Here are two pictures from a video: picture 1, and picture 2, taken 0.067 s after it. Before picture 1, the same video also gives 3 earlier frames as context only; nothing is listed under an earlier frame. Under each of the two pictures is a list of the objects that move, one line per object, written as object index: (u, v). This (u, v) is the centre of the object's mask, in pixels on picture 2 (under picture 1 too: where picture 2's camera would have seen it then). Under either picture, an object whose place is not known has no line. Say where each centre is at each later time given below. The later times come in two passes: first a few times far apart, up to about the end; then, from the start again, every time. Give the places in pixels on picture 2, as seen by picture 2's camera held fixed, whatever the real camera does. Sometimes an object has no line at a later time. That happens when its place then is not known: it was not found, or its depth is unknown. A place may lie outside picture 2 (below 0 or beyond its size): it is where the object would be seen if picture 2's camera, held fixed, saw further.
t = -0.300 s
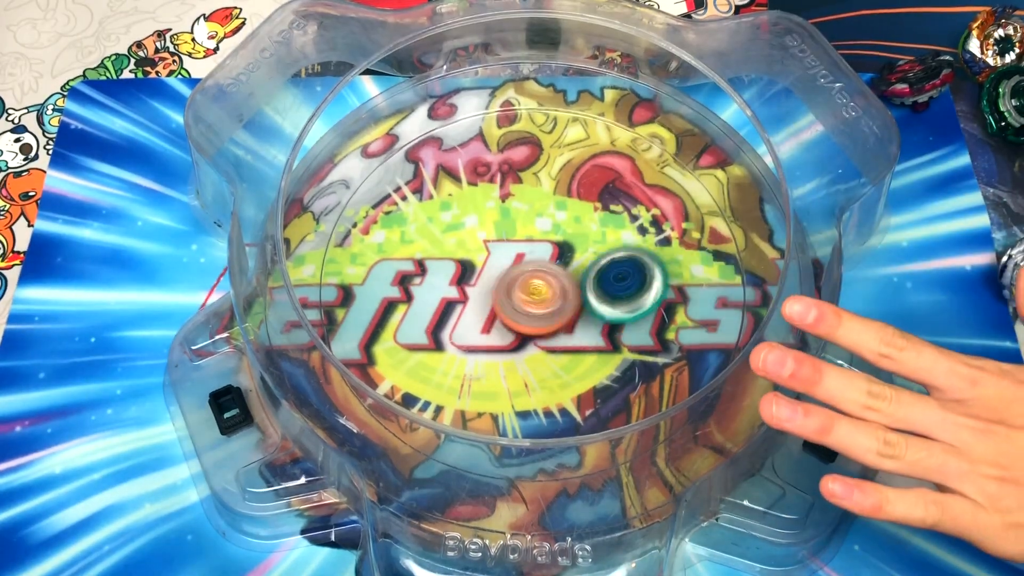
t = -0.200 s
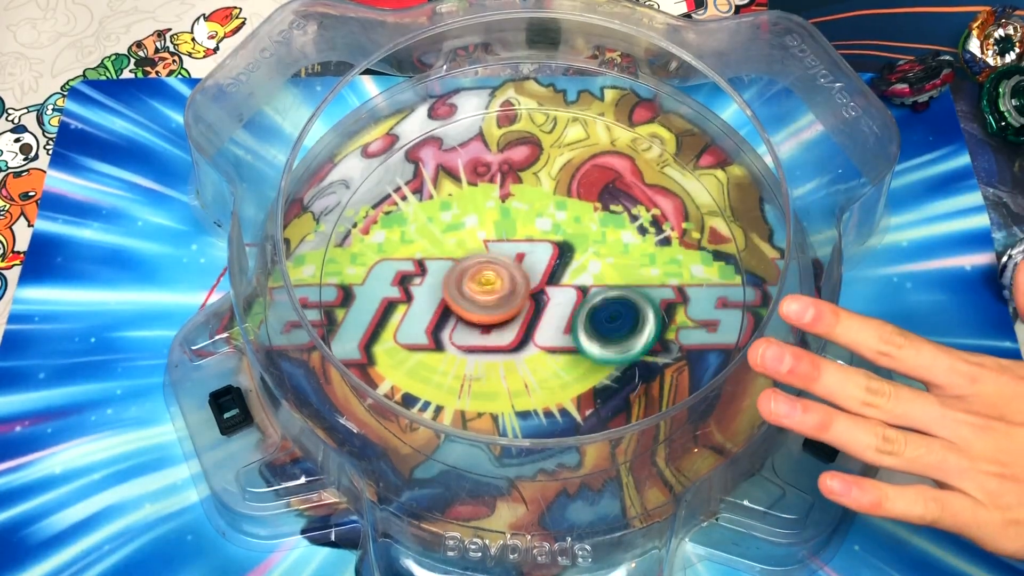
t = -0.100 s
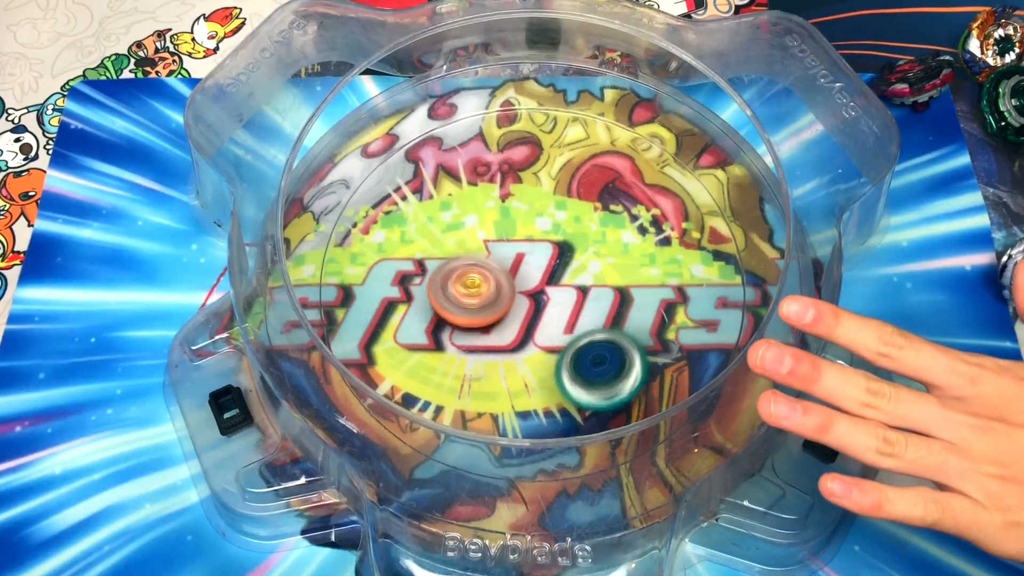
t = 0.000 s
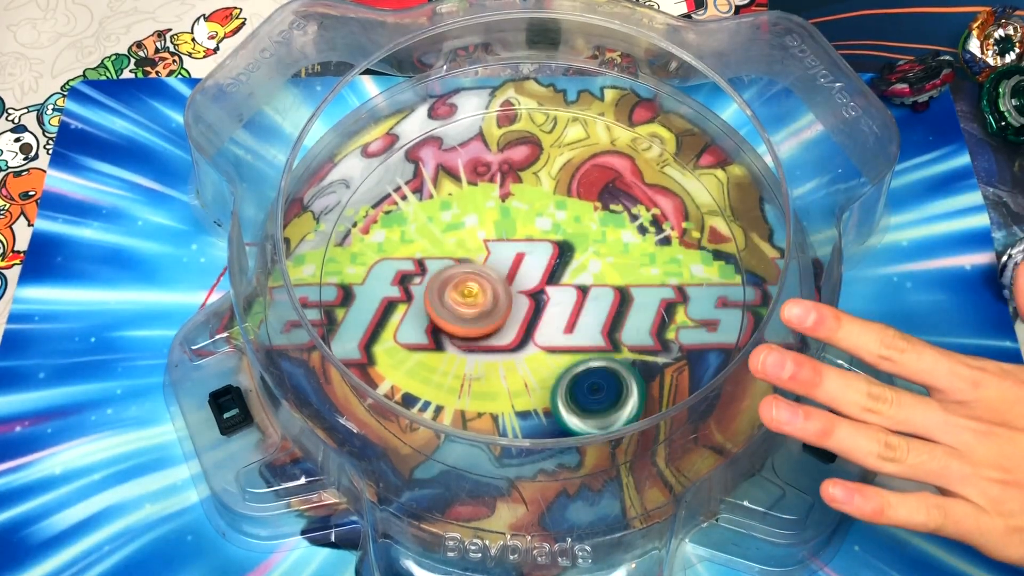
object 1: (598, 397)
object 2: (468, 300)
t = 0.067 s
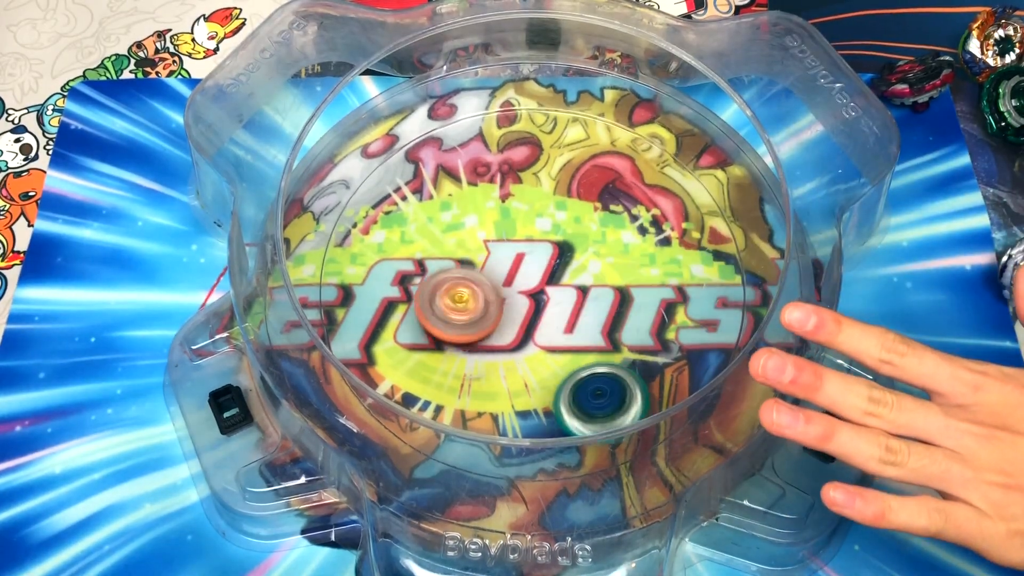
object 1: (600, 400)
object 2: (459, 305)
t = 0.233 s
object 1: (615, 386)
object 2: (470, 313)
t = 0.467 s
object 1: (538, 346)
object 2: (475, 280)
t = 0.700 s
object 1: (441, 349)
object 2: (464, 235)
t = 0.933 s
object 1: (430, 374)
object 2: (470, 223)
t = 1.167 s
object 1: (473, 321)
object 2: (501, 224)
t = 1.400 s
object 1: (409, 290)
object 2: (578, 175)
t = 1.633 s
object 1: (446, 293)
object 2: (585, 148)
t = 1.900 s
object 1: (478, 206)
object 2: (573, 200)
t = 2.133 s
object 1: (457, 208)
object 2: (625, 248)
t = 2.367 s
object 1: (514, 233)
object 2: (634, 261)
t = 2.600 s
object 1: (593, 193)
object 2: (611, 301)
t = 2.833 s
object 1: (568, 193)
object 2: (575, 330)
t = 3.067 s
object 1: (566, 242)
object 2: (536, 337)
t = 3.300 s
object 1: (639, 285)
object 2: (517, 330)
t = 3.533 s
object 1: (619, 265)
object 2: (486, 299)
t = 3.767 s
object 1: (575, 277)
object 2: (483, 275)
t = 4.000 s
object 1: (559, 314)
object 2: (481, 245)
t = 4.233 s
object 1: (543, 326)
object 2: (481, 246)
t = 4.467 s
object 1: (524, 320)
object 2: (505, 223)
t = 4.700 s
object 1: (501, 303)
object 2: (534, 216)
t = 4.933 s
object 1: (483, 285)
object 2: (560, 225)
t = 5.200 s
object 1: (483, 266)
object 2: (582, 244)
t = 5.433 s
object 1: (497, 247)
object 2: (587, 264)
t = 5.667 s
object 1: (503, 220)
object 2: (581, 294)
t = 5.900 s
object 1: (514, 209)
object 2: (562, 313)
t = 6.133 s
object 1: (525, 222)
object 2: (550, 318)
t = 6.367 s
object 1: (536, 224)
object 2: (528, 322)
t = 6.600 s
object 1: (554, 240)
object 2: (511, 315)
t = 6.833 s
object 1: (584, 250)
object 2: (487, 316)
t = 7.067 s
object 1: (588, 264)
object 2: (490, 300)
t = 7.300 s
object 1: (594, 275)
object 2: (474, 279)
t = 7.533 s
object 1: (590, 301)
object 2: (466, 244)
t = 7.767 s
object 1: (565, 304)
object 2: (482, 222)
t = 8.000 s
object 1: (529, 301)
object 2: (515, 219)
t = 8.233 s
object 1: (496, 323)
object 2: (569, 187)
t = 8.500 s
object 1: (495, 297)
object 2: (570, 228)
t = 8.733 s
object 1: (487, 274)
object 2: (581, 273)
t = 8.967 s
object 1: (499, 255)
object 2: (564, 313)
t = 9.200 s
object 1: (524, 241)
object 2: (527, 322)
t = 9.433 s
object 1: (551, 238)
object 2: (494, 300)
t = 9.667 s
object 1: (573, 249)
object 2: (478, 265)
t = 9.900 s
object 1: (579, 268)
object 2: (499, 233)
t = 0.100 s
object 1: (604, 400)
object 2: (457, 309)
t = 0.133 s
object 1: (608, 398)
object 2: (459, 312)
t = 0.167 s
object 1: (611, 396)
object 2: (462, 312)
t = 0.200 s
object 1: (615, 391)
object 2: (465, 314)
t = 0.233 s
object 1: (615, 386)
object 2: (470, 313)
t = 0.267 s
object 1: (613, 379)
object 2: (474, 313)
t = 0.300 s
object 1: (608, 373)
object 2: (478, 313)
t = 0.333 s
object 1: (597, 366)
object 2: (479, 313)
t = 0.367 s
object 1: (585, 359)
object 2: (480, 311)
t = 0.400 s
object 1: (569, 352)
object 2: (480, 304)
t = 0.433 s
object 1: (551, 347)
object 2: (480, 295)
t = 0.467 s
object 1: (538, 346)
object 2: (475, 280)
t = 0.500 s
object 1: (526, 346)
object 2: (469, 264)
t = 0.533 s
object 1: (514, 347)
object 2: (467, 254)
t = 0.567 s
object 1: (500, 345)
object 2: (467, 245)
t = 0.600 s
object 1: (485, 345)
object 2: (466, 241)
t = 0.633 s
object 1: (469, 345)
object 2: (466, 238)
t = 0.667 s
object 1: (454, 347)
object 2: (465, 237)
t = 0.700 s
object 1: (441, 349)
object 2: (464, 235)
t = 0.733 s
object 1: (430, 353)
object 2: (462, 232)
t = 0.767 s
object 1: (422, 358)
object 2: (461, 229)
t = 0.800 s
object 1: (417, 363)
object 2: (460, 227)
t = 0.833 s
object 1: (416, 368)
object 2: (462, 226)
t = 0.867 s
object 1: (419, 372)
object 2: (463, 225)
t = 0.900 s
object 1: (423, 374)
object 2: (467, 224)
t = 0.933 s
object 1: (430, 374)
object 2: (470, 223)
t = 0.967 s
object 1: (438, 372)
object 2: (474, 224)
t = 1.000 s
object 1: (446, 368)
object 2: (478, 223)
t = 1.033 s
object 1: (454, 362)
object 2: (483, 223)
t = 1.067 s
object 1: (461, 354)
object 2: (487, 223)
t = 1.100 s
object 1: (466, 346)
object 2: (492, 224)
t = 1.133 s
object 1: (470, 335)
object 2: (496, 224)
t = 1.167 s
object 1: (473, 321)
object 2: (501, 224)
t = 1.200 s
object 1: (473, 305)
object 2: (506, 224)
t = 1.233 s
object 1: (469, 291)
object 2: (513, 222)
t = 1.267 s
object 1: (451, 291)
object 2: (534, 206)
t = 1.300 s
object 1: (436, 288)
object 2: (552, 194)
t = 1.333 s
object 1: (423, 288)
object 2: (565, 187)
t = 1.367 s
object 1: (413, 288)
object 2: (573, 181)
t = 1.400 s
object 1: (409, 290)
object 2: (578, 175)
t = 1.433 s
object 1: (409, 292)
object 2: (582, 170)
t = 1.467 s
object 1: (412, 294)
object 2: (586, 164)
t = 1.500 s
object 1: (419, 295)
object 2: (588, 159)
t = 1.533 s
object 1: (426, 296)
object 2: (590, 154)
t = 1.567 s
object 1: (433, 295)
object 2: (591, 150)
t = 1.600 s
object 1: (440, 295)
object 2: (590, 148)
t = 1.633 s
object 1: (446, 293)
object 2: (585, 148)
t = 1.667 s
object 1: (454, 286)
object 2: (579, 151)
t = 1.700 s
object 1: (462, 277)
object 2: (573, 155)
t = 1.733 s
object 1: (469, 264)
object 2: (567, 160)
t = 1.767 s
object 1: (475, 253)
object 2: (563, 167)
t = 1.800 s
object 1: (479, 239)
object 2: (562, 175)
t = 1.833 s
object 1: (481, 226)
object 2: (563, 184)
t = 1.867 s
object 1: (482, 216)
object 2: (566, 193)
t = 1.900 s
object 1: (478, 206)
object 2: (573, 200)
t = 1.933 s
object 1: (473, 197)
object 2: (580, 209)
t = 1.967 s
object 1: (469, 194)
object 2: (586, 217)
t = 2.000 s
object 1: (464, 194)
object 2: (593, 222)
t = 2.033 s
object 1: (460, 195)
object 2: (600, 228)
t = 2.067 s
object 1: (457, 198)
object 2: (608, 234)
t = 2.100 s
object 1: (456, 203)
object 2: (617, 240)
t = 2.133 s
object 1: (457, 208)
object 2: (625, 248)
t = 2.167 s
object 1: (460, 214)
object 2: (630, 251)
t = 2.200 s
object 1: (464, 220)
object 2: (631, 255)
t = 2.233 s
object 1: (468, 224)
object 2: (631, 257)
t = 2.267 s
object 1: (474, 226)
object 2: (630, 257)
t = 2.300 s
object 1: (484, 229)
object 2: (631, 257)
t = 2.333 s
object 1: (499, 232)
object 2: (632, 258)
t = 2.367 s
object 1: (514, 233)
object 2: (634, 261)
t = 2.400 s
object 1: (531, 232)
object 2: (635, 268)
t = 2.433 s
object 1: (546, 230)
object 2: (632, 278)
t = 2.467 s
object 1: (559, 225)
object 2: (629, 286)
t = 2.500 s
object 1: (571, 219)
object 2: (624, 291)
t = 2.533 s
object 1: (582, 212)
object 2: (618, 294)
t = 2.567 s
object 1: (588, 203)
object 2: (614, 296)
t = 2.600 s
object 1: (593, 193)
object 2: (611, 301)
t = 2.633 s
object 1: (595, 185)
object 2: (608, 307)
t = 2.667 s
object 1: (592, 181)
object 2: (602, 315)
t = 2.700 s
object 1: (588, 180)
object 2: (596, 323)
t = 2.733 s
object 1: (584, 181)
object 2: (589, 329)
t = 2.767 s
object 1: (578, 184)
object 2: (583, 331)
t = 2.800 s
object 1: (573, 187)
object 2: (578, 331)
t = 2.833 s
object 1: (568, 193)
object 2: (575, 330)
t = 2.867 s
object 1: (564, 199)
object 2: (573, 329)
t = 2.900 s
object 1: (560, 205)
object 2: (572, 330)
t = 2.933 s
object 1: (557, 211)
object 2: (569, 331)
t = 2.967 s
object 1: (555, 218)
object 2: (563, 335)
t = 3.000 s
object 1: (556, 223)
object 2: (552, 336)
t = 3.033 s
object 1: (561, 230)
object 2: (543, 338)
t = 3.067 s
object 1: (566, 242)
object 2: (536, 337)
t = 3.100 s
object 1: (573, 253)
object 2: (532, 335)
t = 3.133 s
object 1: (583, 265)
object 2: (529, 333)
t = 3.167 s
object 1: (594, 273)
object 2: (528, 331)
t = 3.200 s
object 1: (605, 280)
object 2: (526, 330)
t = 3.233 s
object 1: (617, 284)
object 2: (525, 330)
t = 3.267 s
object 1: (628, 286)
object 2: (522, 330)
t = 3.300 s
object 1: (639, 285)
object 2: (517, 330)
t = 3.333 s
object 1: (645, 282)
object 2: (509, 327)
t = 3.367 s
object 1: (647, 277)
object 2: (499, 321)
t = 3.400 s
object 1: (646, 273)
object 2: (492, 316)
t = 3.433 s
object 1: (641, 270)
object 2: (488, 311)
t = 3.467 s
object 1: (634, 267)
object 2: (485, 306)
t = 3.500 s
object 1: (627, 266)
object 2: (486, 302)
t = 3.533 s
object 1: (619, 265)
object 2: (486, 299)
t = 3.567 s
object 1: (611, 265)
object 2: (488, 297)
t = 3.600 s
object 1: (602, 265)
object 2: (489, 296)
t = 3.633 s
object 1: (595, 266)
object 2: (491, 295)
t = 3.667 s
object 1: (588, 267)
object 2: (490, 295)
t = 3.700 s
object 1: (583, 270)
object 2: (487, 292)
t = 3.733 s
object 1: (579, 272)
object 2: (484, 285)
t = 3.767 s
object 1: (575, 277)
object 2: (483, 275)
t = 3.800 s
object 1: (575, 285)
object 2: (477, 266)
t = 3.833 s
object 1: (574, 292)
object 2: (473, 257)
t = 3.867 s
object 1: (571, 298)
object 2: (472, 251)
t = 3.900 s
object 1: (568, 302)
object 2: (474, 247)
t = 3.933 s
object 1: (565, 307)
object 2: (476, 245)
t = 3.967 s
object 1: (562, 311)
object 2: (479, 245)
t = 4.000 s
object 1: (559, 314)
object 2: (481, 245)
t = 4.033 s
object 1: (557, 316)
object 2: (481, 246)
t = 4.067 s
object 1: (555, 319)
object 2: (482, 247)
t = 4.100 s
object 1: (552, 321)
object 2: (482, 248)
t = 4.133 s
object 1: (550, 323)
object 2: (481, 248)
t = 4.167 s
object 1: (548, 324)
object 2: (481, 248)
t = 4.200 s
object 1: (545, 325)
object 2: (481, 247)
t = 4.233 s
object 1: (543, 326)
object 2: (481, 246)
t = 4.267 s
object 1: (541, 327)
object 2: (481, 244)
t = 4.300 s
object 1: (538, 326)
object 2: (482, 240)
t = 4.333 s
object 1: (536, 325)
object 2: (485, 237)
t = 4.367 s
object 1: (533, 324)
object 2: (488, 233)
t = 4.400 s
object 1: (530, 323)
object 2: (494, 229)
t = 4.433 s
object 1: (528, 321)
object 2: (499, 226)
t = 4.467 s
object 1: (524, 320)
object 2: (505, 223)
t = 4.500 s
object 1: (521, 318)
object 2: (510, 220)
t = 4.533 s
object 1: (517, 315)
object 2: (515, 219)
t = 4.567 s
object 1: (514, 313)
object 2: (519, 218)
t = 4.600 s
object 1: (510, 311)
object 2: (523, 217)
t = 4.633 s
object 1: (507, 308)
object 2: (527, 216)
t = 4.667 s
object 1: (504, 306)
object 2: (530, 216)
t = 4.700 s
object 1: (501, 303)
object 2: (534, 216)
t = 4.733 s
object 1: (498, 300)
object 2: (539, 217)
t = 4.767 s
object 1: (494, 298)
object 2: (543, 218)
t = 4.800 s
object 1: (491, 295)
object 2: (546, 218)
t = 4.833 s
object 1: (489, 292)
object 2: (550, 220)
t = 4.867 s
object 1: (486, 290)
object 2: (554, 222)
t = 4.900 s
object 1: (484, 287)
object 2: (557, 223)
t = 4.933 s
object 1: (483, 285)
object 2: (560, 225)
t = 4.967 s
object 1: (481, 282)
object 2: (563, 227)
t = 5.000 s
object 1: (480, 280)
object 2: (567, 229)
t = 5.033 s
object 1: (480, 278)
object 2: (569, 231)
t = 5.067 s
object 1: (480, 275)
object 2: (572, 233)
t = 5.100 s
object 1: (480, 273)
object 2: (575, 236)
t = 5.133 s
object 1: (481, 271)
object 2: (577, 239)
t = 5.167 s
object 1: (481, 268)
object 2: (579, 241)
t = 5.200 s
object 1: (483, 266)
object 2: (582, 244)
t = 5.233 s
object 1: (484, 263)
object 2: (584, 247)
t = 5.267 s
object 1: (486, 260)
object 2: (585, 249)
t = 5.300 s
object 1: (488, 257)
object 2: (586, 252)
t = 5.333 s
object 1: (490, 254)
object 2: (587, 255)
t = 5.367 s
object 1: (492, 251)
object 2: (587, 258)
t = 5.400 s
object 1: (494, 249)
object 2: (587, 262)
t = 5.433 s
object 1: (497, 247)
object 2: (587, 264)
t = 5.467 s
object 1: (500, 244)
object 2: (587, 267)
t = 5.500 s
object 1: (503, 241)
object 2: (587, 270)
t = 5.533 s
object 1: (505, 239)
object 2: (586, 273)
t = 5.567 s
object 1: (504, 232)
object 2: (589, 280)
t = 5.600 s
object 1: (503, 226)
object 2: (589, 289)
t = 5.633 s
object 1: (502, 222)
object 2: (585, 293)
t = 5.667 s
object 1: (503, 220)
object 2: (581, 294)
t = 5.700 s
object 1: (505, 220)
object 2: (577, 294)
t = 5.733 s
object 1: (506, 220)
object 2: (573, 294)
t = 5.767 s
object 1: (509, 222)
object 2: (569, 293)
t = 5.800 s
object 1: (511, 223)
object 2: (564, 292)
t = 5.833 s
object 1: (513, 225)
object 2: (559, 292)
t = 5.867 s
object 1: (513, 216)
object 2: (561, 303)
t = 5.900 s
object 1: (514, 209)
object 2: (562, 313)
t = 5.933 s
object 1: (516, 207)
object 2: (561, 318)
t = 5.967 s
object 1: (518, 206)
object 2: (559, 319)
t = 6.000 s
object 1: (521, 208)
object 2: (558, 320)
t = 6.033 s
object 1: (522, 210)
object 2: (556, 320)
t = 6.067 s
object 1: (524, 214)
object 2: (554, 320)
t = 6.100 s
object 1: (525, 218)
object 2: (552, 319)
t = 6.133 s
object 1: (525, 222)
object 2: (550, 318)
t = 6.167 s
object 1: (526, 226)
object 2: (547, 317)
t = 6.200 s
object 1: (526, 229)
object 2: (545, 316)
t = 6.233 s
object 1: (527, 231)
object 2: (542, 314)
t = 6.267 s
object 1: (528, 233)
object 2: (539, 311)
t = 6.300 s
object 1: (529, 233)
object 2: (537, 311)
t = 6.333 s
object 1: (532, 228)
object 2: (532, 319)
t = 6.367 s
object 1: (536, 224)
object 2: (528, 322)
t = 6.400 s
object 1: (539, 224)
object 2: (525, 323)
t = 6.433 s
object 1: (543, 224)
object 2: (522, 322)
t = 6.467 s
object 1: (546, 226)
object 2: (520, 322)
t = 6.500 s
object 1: (548, 229)
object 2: (518, 321)
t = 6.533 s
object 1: (550, 233)
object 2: (515, 319)
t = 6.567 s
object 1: (553, 236)
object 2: (513, 318)
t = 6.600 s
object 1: (554, 240)
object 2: (511, 315)
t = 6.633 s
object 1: (556, 243)
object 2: (510, 313)
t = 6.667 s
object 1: (558, 246)
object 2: (507, 311)
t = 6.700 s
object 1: (564, 244)
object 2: (498, 315)
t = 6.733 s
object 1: (572, 244)
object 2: (491, 318)
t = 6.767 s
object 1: (578, 246)
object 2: (488, 318)
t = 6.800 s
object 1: (583, 248)
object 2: (487, 318)
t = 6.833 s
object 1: (584, 250)
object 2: (487, 316)
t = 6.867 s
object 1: (586, 252)
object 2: (487, 314)
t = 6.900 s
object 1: (586, 255)
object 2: (488, 311)
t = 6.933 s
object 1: (585, 258)
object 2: (490, 309)
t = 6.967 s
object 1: (584, 260)
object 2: (493, 306)
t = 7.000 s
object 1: (582, 263)
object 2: (497, 302)
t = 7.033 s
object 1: (581, 265)
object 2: (500, 300)
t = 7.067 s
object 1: (588, 264)
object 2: (490, 300)
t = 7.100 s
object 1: (596, 263)
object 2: (477, 298)
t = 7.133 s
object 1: (601, 264)
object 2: (471, 294)
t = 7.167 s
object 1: (602, 266)
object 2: (467, 290)
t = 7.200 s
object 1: (602, 268)
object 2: (466, 287)
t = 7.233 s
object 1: (601, 270)
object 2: (468, 284)
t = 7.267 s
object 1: (598, 272)
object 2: (470, 281)
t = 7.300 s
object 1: (594, 275)
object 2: (474, 279)
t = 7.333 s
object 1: (589, 278)
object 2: (477, 277)
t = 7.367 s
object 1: (585, 280)
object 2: (481, 276)
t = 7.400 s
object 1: (580, 283)
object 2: (486, 274)
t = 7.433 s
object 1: (584, 288)
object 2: (481, 269)
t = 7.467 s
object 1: (589, 294)
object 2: (470, 258)
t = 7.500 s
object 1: (590, 298)
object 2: (466, 249)
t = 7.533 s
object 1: (590, 301)
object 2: (466, 244)
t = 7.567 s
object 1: (587, 303)
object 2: (467, 240)
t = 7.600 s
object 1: (585, 304)
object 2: (468, 236)
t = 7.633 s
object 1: (582, 305)
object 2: (469, 233)
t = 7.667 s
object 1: (578, 305)
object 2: (472, 229)
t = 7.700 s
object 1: (574, 305)
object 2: (474, 227)
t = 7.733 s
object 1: (570, 304)
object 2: (478, 224)
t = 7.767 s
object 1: (565, 304)
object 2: (482, 222)
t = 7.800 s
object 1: (559, 304)
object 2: (486, 221)
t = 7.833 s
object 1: (554, 303)
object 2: (491, 219)
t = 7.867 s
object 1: (549, 303)
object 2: (495, 218)
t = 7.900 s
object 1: (544, 303)
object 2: (500, 218)
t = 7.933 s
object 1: (538, 302)
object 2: (505, 218)
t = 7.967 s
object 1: (533, 301)
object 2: (510, 218)
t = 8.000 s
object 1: (529, 301)
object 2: (515, 219)
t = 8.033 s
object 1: (523, 303)
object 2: (522, 216)
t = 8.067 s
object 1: (516, 315)
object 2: (533, 201)
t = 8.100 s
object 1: (510, 321)
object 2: (546, 190)
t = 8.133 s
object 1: (505, 324)
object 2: (557, 184)
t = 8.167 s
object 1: (501, 325)
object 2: (563, 183)
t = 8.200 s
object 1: (499, 325)
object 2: (567, 184)
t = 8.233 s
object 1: (496, 323)
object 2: (569, 187)
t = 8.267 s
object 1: (495, 322)
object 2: (571, 192)
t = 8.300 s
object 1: (495, 319)
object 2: (571, 196)
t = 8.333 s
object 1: (494, 316)
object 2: (571, 201)
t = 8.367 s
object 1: (494, 313)
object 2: (570, 206)
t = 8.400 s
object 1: (493, 309)
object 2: (570, 212)
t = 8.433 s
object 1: (494, 305)
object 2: (569, 217)
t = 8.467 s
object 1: (494, 301)
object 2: (569, 222)
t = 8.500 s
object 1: (495, 297)
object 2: (570, 228)
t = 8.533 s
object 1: (496, 292)
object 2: (570, 234)
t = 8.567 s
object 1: (497, 288)
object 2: (571, 240)
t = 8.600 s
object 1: (494, 285)
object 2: (574, 246)
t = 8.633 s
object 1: (491, 283)
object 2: (579, 251)
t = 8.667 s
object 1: (489, 280)
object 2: (580, 259)
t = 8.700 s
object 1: (487, 277)
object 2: (581, 266)
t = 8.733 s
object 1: (487, 274)
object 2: (581, 273)
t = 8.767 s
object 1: (488, 270)
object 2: (580, 280)
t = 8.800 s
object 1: (489, 268)
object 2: (579, 287)
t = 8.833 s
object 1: (491, 266)
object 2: (577, 293)
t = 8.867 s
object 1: (492, 263)
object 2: (575, 299)
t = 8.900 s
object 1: (494, 261)
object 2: (572, 304)
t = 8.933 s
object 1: (496, 257)
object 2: (568, 309)
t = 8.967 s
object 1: (499, 255)
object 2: (564, 313)
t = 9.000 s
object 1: (503, 253)
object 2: (560, 317)
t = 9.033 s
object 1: (506, 251)
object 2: (555, 319)
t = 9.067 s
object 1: (510, 249)
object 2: (550, 321)
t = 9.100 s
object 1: (512, 247)
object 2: (545, 321)
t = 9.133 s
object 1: (516, 245)
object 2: (539, 323)
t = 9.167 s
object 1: (520, 243)
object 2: (533, 322)
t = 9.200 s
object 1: (524, 241)
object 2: (527, 322)
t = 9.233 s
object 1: (529, 240)
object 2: (522, 321)
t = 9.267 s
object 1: (533, 240)
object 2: (517, 319)
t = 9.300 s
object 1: (537, 239)
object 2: (512, 316)
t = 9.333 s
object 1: (540, 238)
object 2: (507, 312)
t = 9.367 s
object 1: (543, 238)
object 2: (502, 308)
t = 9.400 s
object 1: (547, 238)
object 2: (498, 305)
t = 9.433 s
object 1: (551, 238)
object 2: (494, 300)
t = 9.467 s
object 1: (554, 240)
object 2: (491, 295)
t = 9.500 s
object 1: (559, 240)
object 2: (486, 290)
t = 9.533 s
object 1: (563, 241)
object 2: (482, 285)
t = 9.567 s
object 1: (567, 243)
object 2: (479, 281)
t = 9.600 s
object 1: (569, 245)
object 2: (477, 276)
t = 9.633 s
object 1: (571, 247)
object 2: (477, 270)
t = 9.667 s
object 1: (573, 249)
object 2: (478, 265)
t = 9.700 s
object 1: (575, 251)
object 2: (479, 259)
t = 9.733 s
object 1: (577, 253)
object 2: (481, 254)
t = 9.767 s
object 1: (578, 256)
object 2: (484, 249)
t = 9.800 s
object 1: (579, 259)
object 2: (487, 244)
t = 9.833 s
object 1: (579, 262)
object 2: (490, 240)
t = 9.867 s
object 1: (579, 265)
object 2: (495, 236)
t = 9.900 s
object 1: (579, 268)
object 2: (499, 233)
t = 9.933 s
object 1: (585, 277)
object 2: (497, 224)
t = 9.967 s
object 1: (589, 285)
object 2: (498, 217)
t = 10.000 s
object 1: (590, 291)
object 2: (500, 213)
